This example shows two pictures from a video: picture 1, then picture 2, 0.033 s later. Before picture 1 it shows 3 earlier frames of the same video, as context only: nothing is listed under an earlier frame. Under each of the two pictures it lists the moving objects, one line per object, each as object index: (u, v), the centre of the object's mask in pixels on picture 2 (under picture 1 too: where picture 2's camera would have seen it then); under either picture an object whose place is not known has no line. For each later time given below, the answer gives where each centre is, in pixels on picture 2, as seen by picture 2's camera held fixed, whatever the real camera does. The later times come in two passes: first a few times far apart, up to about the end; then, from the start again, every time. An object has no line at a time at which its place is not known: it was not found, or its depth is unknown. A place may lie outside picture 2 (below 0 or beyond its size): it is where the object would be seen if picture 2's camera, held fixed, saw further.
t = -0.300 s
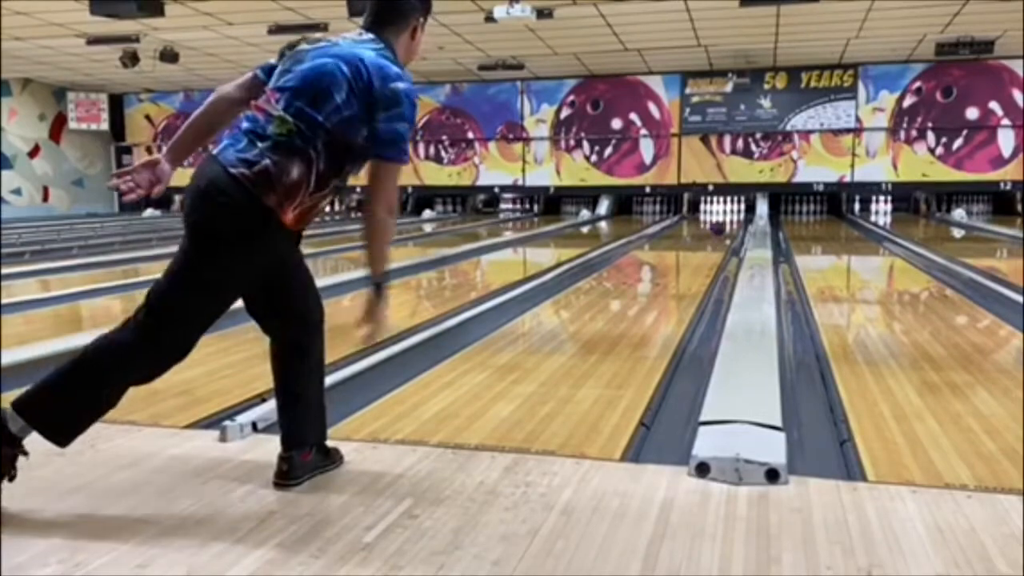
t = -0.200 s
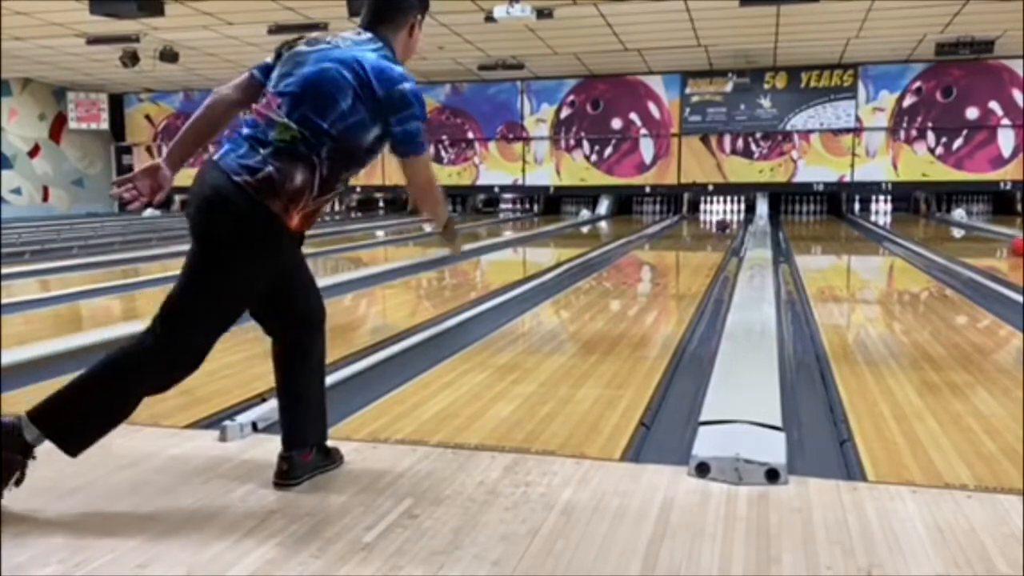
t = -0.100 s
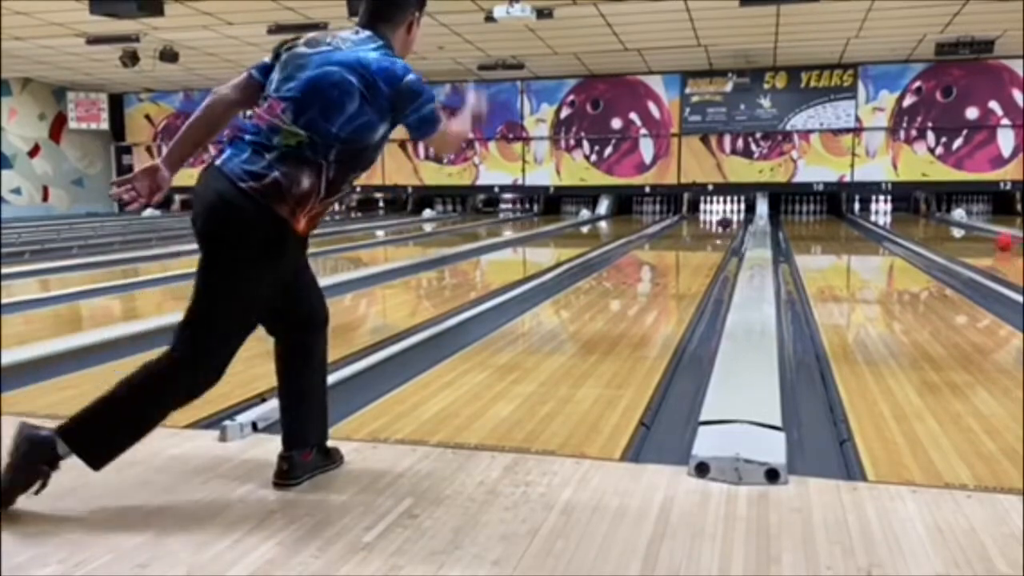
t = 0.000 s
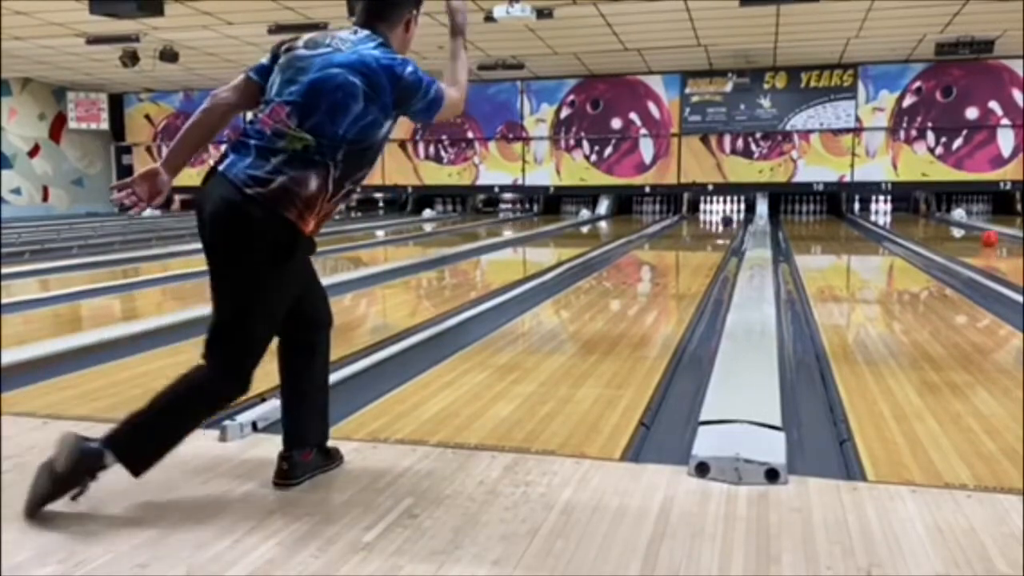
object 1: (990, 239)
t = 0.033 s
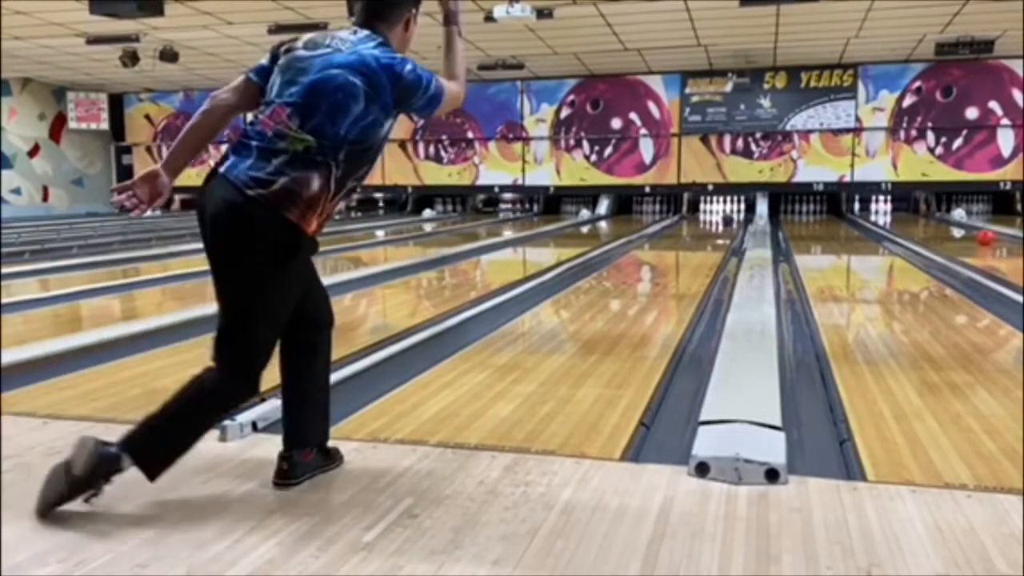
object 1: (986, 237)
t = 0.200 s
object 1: (966, 233)
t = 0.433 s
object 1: (943, 225)
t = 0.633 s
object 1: (928, 221)
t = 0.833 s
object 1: (914, 217)
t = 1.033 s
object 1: (903, 213)
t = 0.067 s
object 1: (982, 237)
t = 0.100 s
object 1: (977, 235)
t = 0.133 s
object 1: (973, 234)
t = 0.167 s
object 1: (970, 233)
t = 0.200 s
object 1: (966, 233)
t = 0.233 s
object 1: (962, 232)
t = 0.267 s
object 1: (959, 230)
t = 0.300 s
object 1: (954, 228)
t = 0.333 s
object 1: (951, 228)
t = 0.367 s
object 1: (949, 227)
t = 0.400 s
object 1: (946, 226)
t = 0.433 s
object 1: (943, 225)
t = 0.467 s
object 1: (941, 225)
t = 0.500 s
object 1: (938, 225)
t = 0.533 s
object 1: (935, 223)
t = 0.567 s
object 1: (932, 222)
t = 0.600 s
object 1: (929, 222)
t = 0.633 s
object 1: (928, 221)
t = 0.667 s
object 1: (925, 220)
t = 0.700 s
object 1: (923, 220)
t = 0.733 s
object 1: (921, 219)
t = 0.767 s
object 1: (919, 218)
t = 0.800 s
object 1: (916, 217)
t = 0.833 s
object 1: (914, 217)
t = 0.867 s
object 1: (913, 216)
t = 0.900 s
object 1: (911, 216)
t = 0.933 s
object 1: (908, 215)
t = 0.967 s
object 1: (906, 215)
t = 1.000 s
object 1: (904, 214)
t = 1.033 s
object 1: (903, 213)
